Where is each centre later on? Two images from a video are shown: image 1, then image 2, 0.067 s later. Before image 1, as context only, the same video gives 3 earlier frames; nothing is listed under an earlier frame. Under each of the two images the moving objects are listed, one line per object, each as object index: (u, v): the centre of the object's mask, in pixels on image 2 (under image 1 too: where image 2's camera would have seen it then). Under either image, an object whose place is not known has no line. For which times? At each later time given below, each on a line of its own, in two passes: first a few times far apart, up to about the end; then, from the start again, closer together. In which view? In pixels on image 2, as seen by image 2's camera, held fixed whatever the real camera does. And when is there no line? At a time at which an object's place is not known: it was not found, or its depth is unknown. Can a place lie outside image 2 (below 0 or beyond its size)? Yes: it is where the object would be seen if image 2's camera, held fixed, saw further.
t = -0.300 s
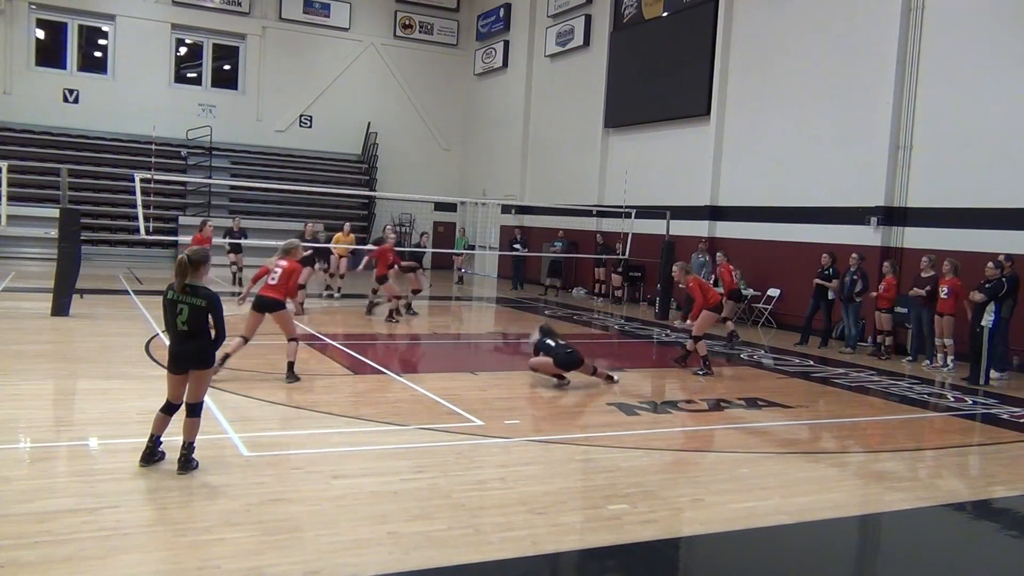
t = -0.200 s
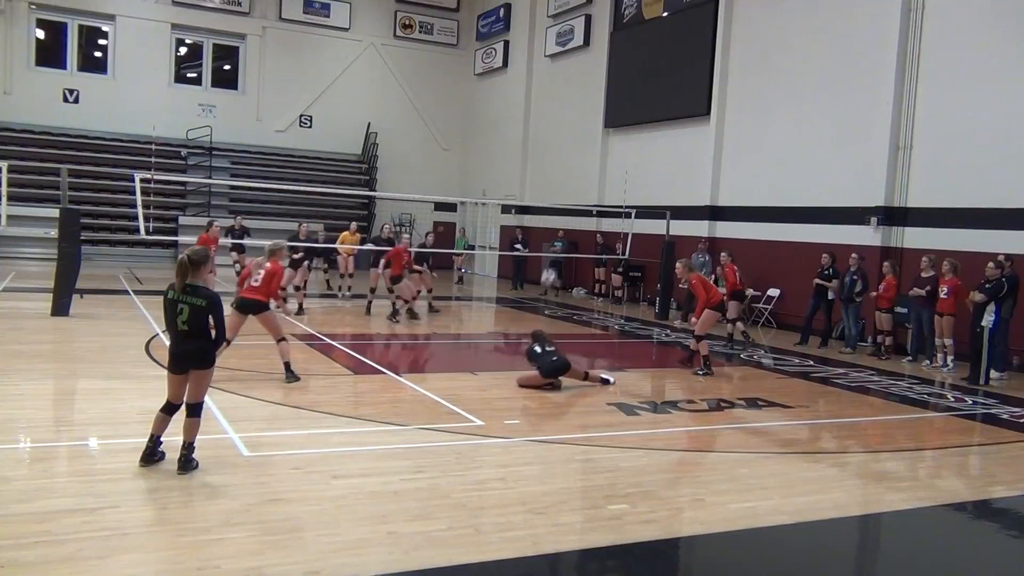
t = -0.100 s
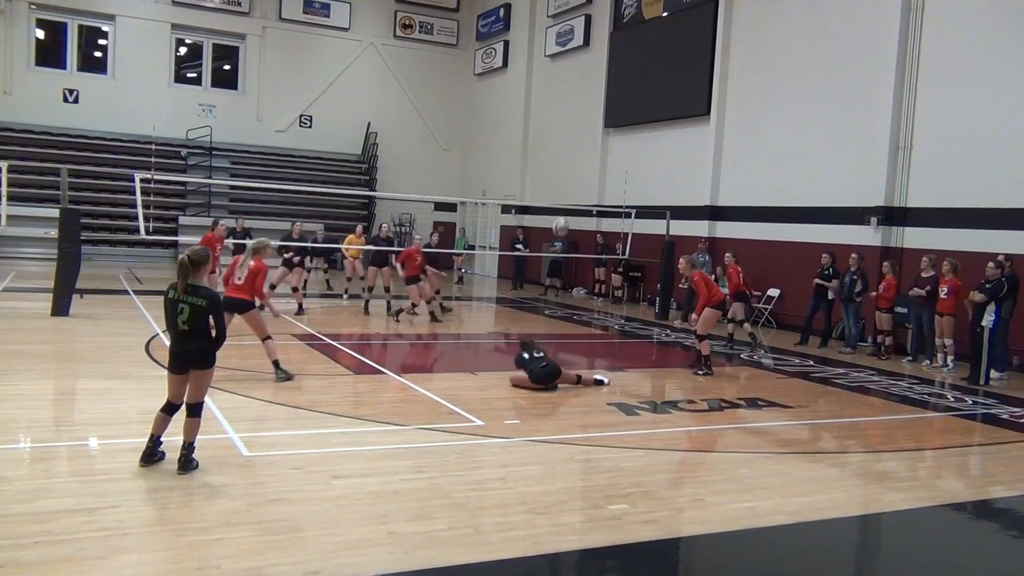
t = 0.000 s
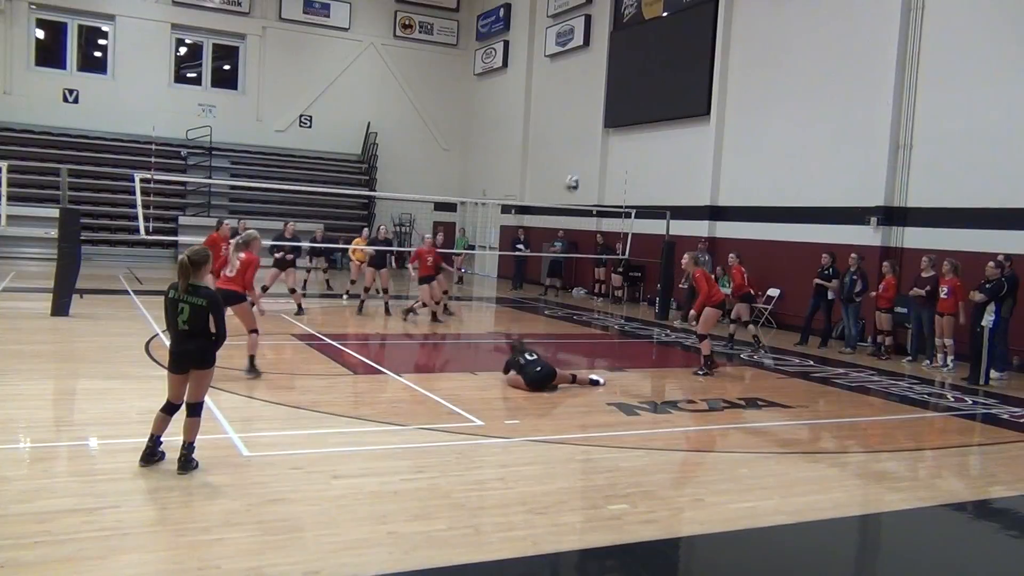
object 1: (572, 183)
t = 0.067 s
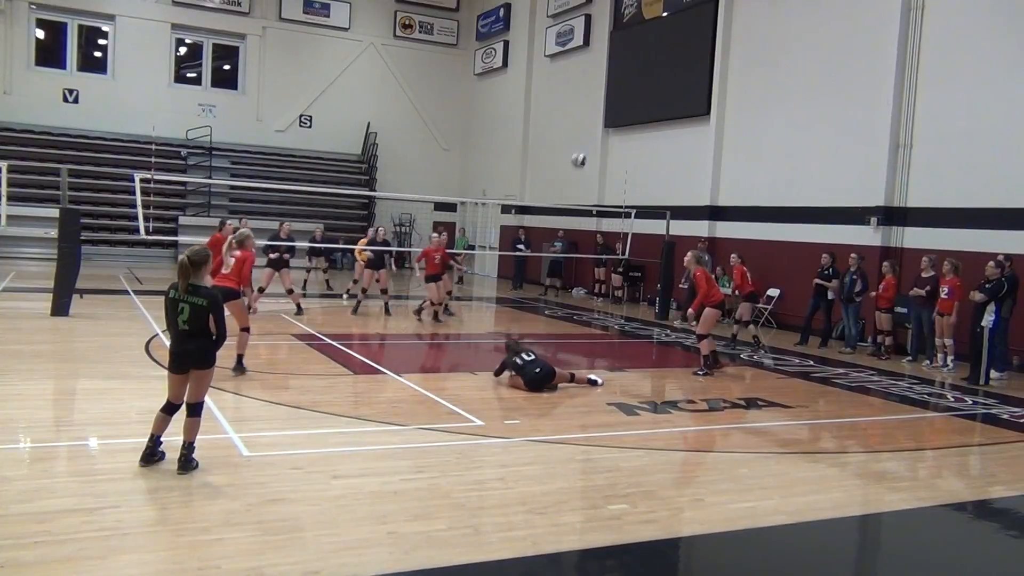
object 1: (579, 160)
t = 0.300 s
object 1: (602, 106)
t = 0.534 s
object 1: (621, 93)
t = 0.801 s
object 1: (638, 123)
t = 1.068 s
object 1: (651, 197)
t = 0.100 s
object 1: (582, 149)
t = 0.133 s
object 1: (586, 139)
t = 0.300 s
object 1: (602, 106)
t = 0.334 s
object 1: (605, 101)
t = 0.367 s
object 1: (607, 97)
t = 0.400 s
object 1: (611, 95)
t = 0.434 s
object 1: (613, 93)
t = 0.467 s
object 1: (615, 93)
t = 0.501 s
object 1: (618, 92)
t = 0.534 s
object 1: (621, 93)
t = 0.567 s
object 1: (623, 94)
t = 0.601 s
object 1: (626, 97)
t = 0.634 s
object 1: (628, 99)
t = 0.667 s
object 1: (630, 103)
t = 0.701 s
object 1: (632, 107)
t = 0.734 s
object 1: (634, 112)
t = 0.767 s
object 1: (636, 117)
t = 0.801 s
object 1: (638, 123)
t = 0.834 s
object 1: (640, 131)
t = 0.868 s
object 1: (643, 139)
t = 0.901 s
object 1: (644, 147)
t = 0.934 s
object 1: (646, 156)
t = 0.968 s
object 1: (647, 165)
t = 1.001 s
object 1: (649, 175)
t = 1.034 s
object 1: (650, 186)
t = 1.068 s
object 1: (651, 197)
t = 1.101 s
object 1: (652, 209)
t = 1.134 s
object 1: (654, 221)
